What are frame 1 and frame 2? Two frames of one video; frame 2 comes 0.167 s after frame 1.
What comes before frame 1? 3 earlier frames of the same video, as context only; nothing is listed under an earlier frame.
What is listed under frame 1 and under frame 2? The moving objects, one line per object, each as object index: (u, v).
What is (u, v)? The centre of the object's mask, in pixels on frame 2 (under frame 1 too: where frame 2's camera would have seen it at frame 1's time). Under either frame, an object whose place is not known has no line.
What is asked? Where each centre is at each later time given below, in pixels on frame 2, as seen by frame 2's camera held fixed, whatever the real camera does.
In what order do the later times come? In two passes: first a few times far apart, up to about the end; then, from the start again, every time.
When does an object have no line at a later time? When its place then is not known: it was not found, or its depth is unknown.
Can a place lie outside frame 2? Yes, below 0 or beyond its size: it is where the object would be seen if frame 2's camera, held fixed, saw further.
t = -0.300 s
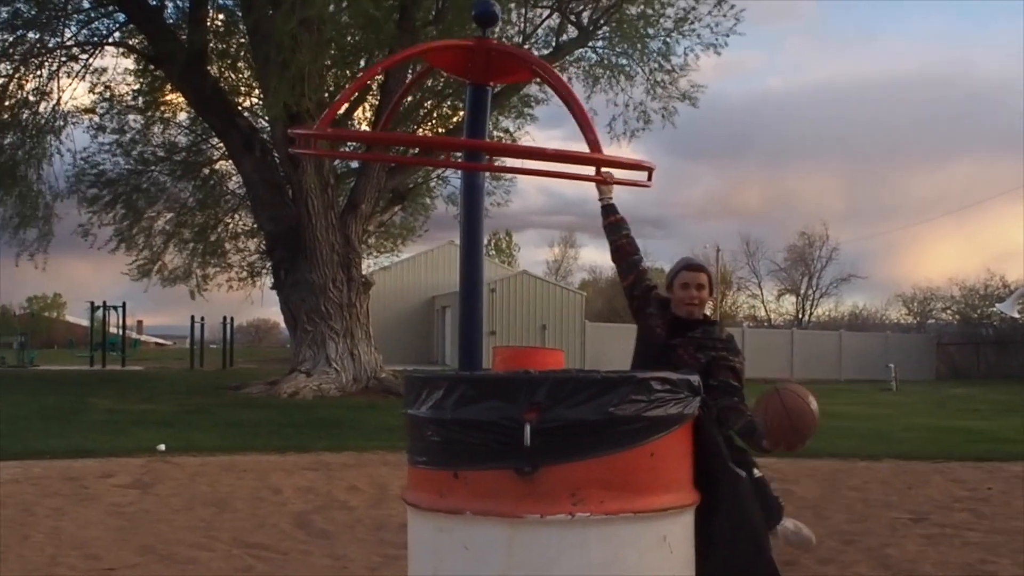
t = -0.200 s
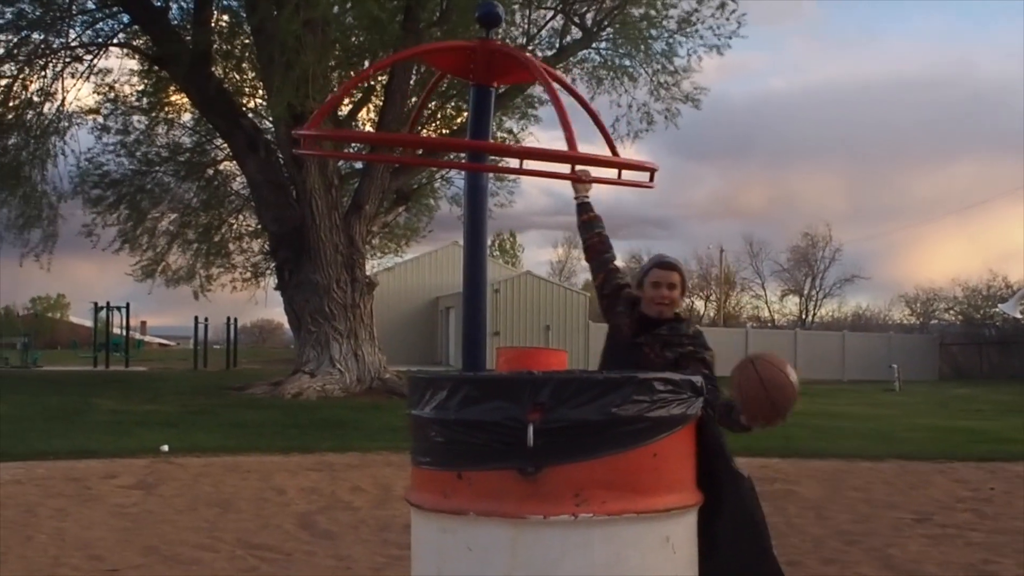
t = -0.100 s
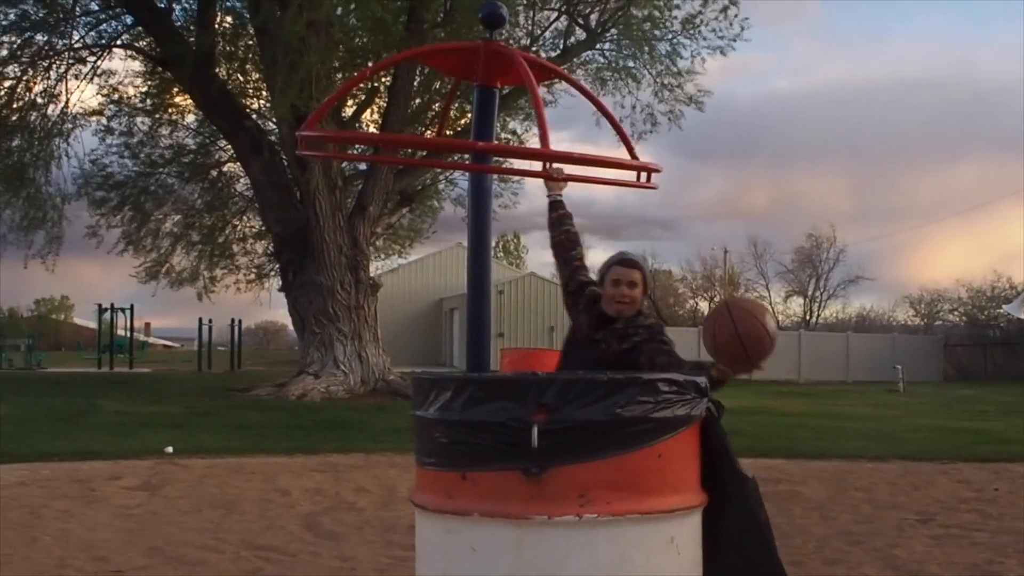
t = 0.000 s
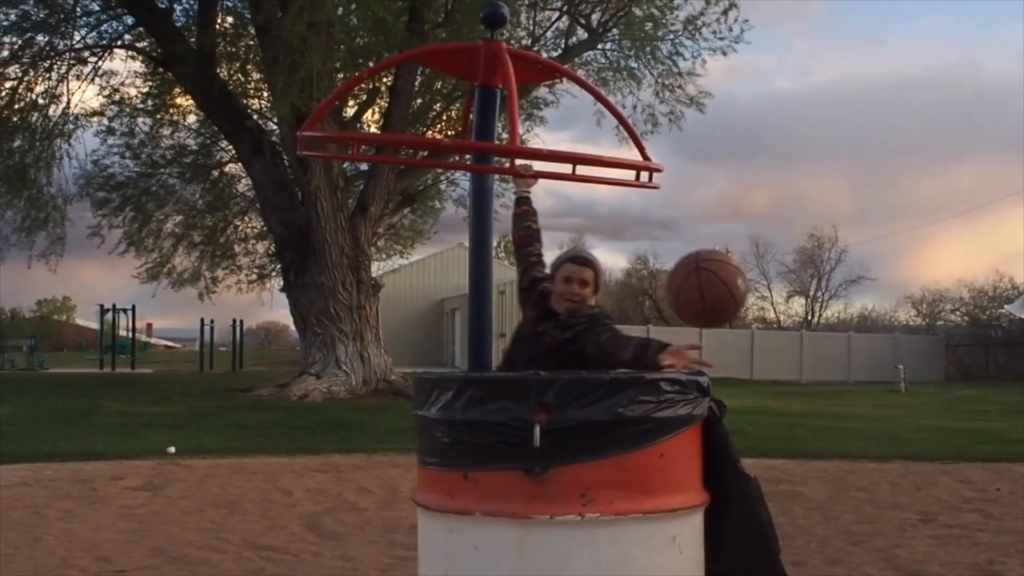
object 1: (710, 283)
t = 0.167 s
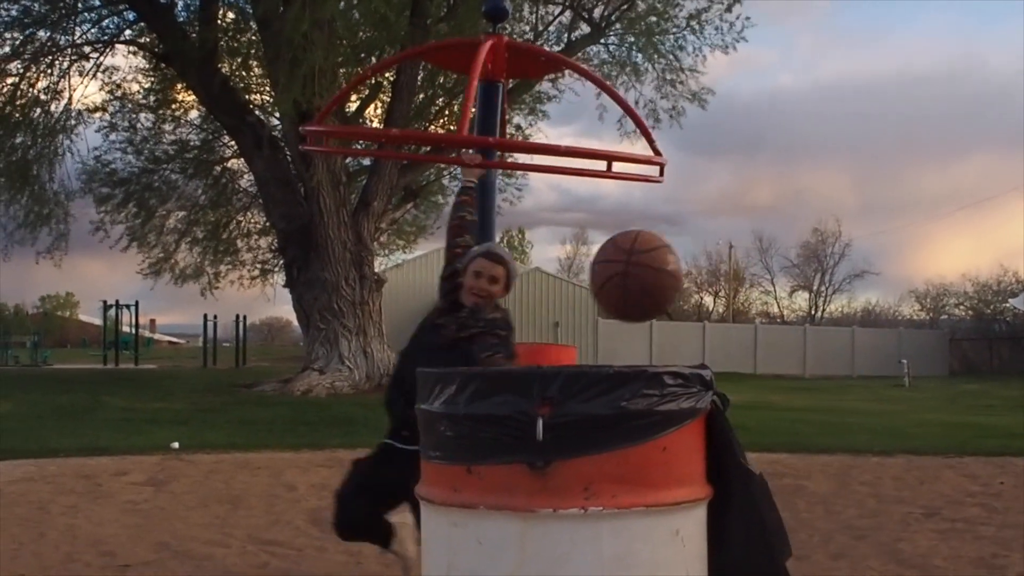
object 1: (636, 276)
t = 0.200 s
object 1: (618, 288)
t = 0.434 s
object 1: (501, 313)
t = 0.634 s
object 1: (552, 275)
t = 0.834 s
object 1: (624, 306)
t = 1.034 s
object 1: (609, 341)
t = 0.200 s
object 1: (618, 288)
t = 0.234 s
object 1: (599, 305)
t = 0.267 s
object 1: (580, 318)
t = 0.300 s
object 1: (566, 308)
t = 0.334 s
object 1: (551, 302)
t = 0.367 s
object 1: (535, 301)
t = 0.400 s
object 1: (519, 304)
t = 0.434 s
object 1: (501, 313)
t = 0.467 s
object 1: (483, 322)
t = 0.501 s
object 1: (483, 319)
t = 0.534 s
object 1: (500, 303)
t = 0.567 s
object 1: (517, 289)
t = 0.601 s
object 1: (534, 279)
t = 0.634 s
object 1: (552, 275)
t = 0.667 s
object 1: (569, 277)
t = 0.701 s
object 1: (587, 285)
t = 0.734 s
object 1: (605, 298)
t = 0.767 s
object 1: (622, 314)
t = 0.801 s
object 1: (627, 314)
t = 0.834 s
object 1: (624, 306)
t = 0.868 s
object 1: (622, 302)
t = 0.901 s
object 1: (619, 304)
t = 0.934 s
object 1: (617, 310)
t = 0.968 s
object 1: (614, 319)
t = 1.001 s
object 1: (611, 329)
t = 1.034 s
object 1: (609, 341)
